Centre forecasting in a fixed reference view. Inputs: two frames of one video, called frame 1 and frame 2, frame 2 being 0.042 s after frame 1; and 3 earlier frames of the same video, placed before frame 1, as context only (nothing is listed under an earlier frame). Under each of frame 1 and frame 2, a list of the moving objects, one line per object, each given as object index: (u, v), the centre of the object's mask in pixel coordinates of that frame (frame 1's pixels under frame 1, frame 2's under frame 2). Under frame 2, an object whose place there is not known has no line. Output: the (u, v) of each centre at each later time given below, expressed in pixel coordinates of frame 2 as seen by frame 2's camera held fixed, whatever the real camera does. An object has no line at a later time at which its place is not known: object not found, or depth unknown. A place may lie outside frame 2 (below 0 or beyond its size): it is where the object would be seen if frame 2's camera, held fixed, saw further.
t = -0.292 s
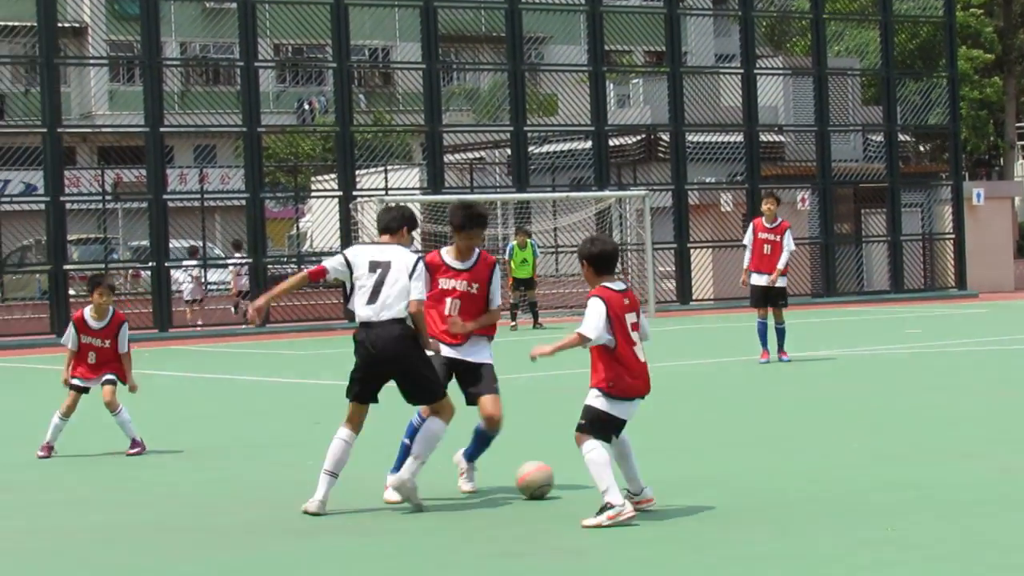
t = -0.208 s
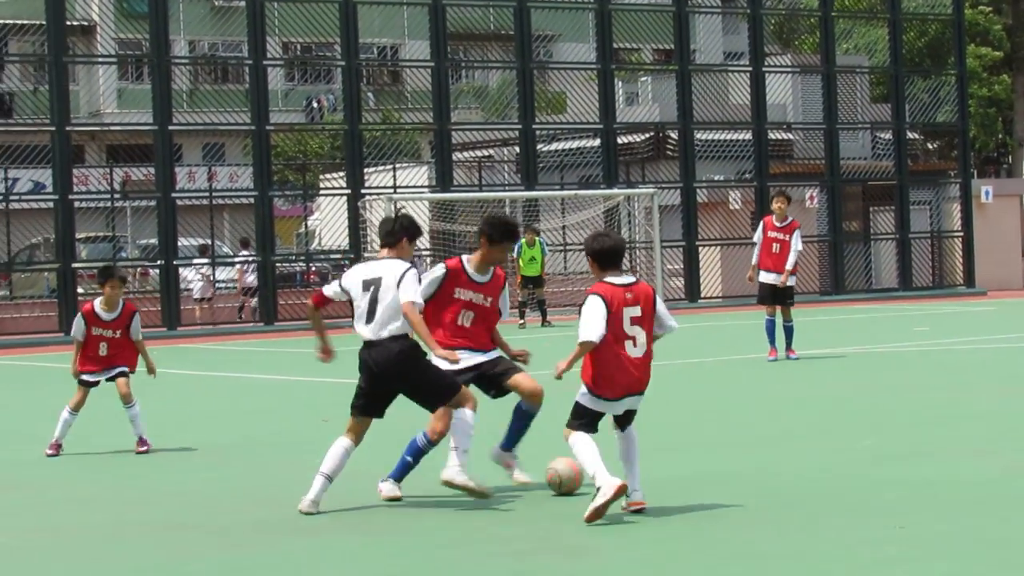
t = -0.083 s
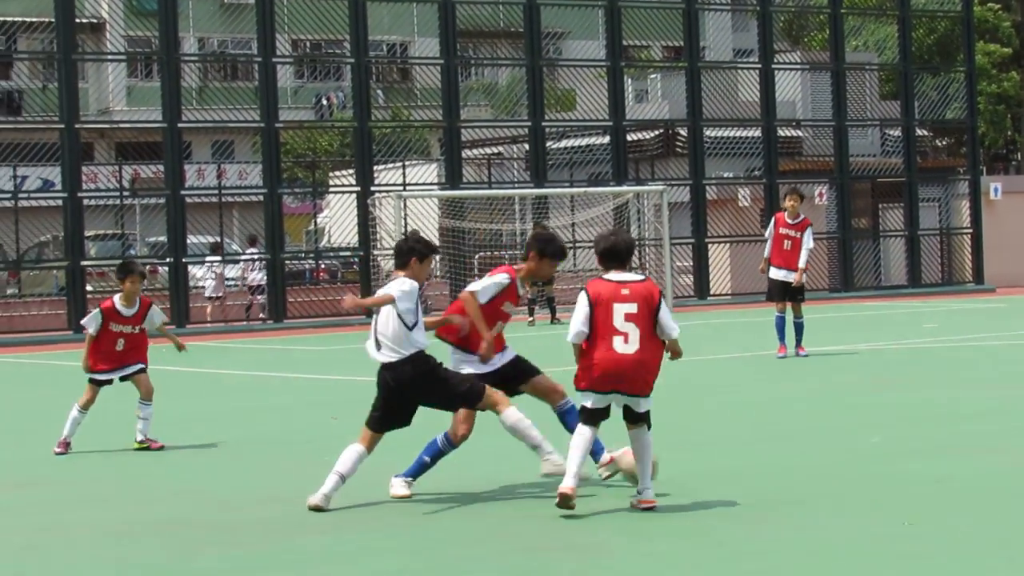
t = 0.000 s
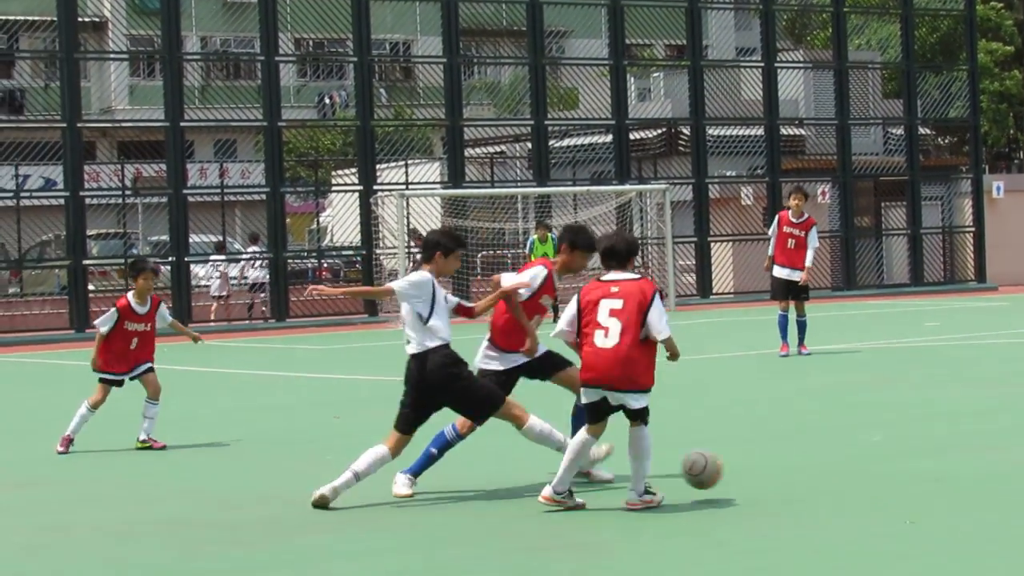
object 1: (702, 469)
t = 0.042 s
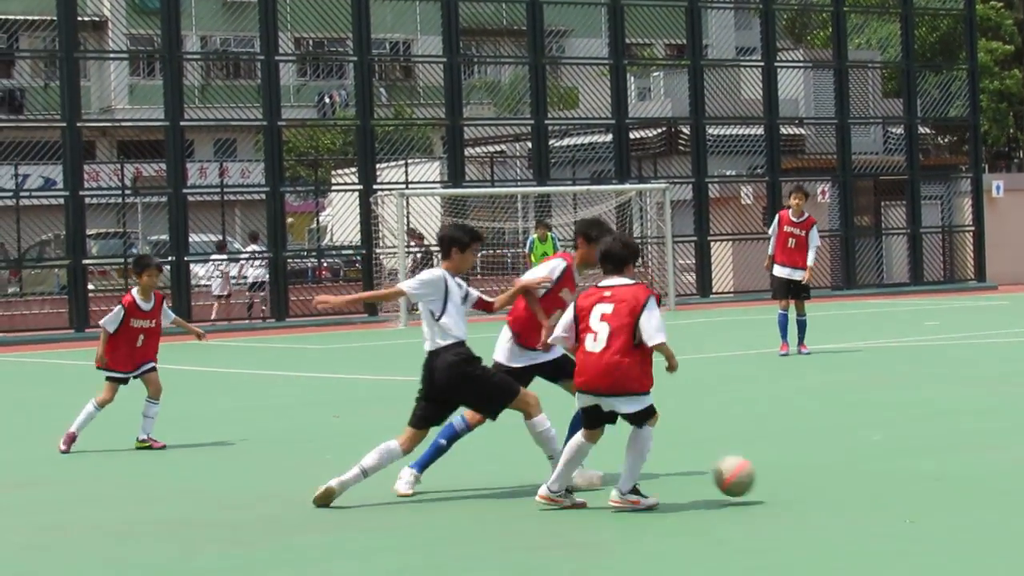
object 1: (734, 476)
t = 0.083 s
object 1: (764, 487)
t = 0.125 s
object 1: (789, 482)
